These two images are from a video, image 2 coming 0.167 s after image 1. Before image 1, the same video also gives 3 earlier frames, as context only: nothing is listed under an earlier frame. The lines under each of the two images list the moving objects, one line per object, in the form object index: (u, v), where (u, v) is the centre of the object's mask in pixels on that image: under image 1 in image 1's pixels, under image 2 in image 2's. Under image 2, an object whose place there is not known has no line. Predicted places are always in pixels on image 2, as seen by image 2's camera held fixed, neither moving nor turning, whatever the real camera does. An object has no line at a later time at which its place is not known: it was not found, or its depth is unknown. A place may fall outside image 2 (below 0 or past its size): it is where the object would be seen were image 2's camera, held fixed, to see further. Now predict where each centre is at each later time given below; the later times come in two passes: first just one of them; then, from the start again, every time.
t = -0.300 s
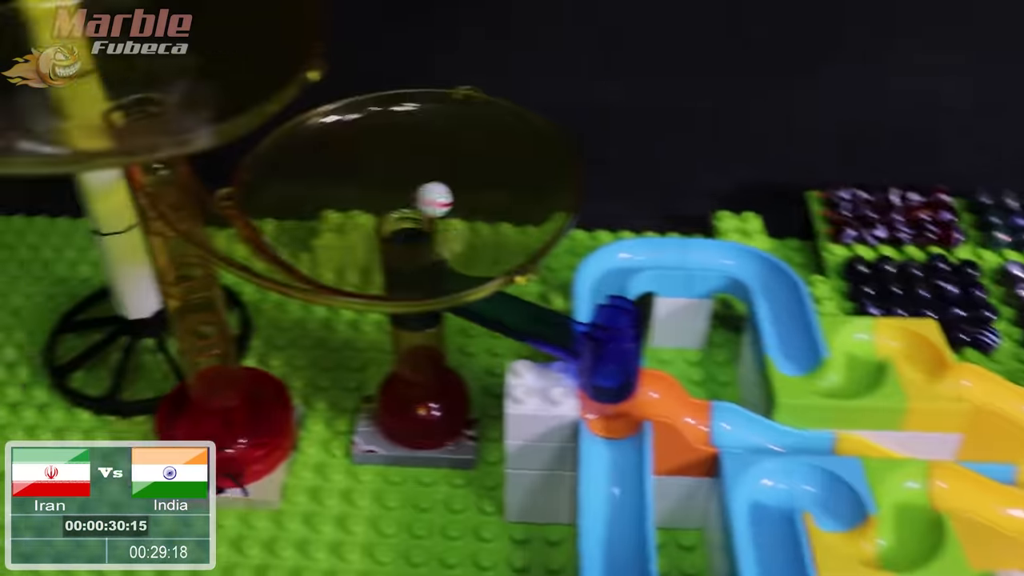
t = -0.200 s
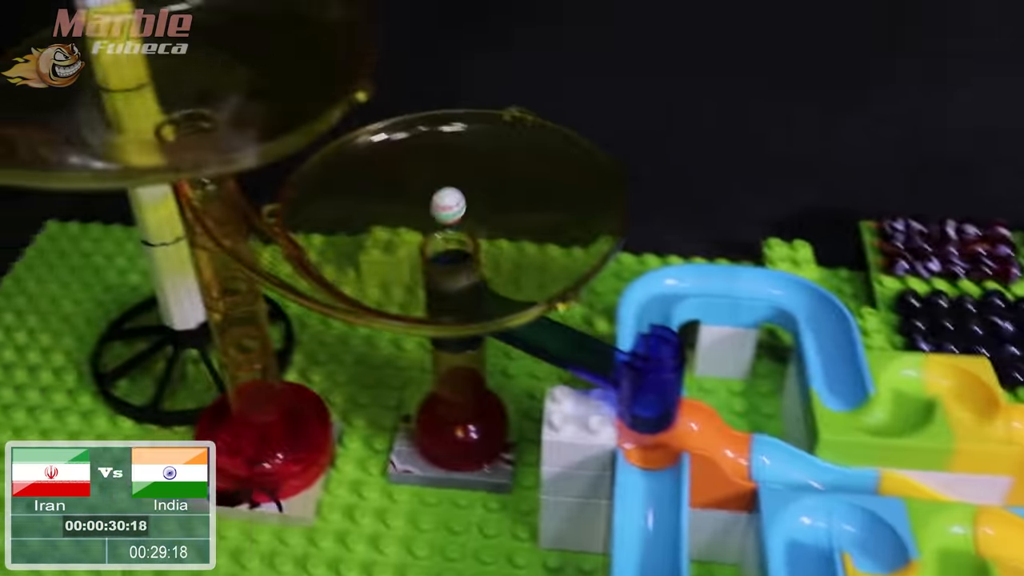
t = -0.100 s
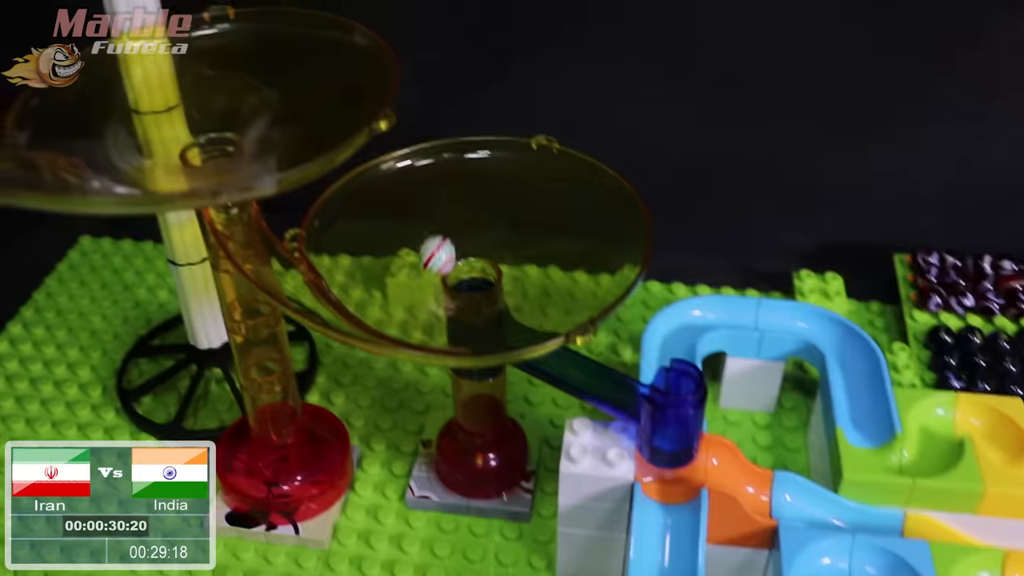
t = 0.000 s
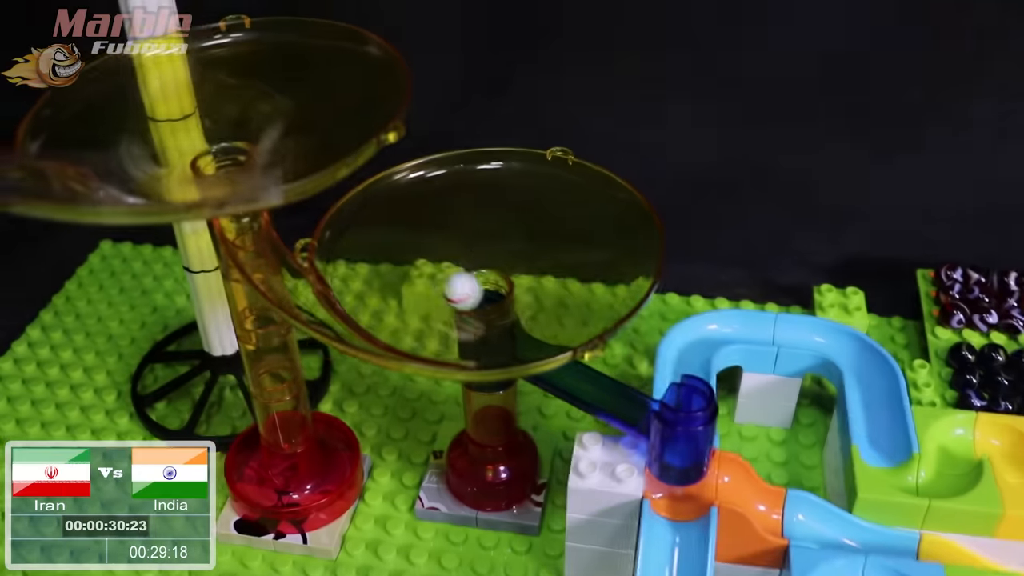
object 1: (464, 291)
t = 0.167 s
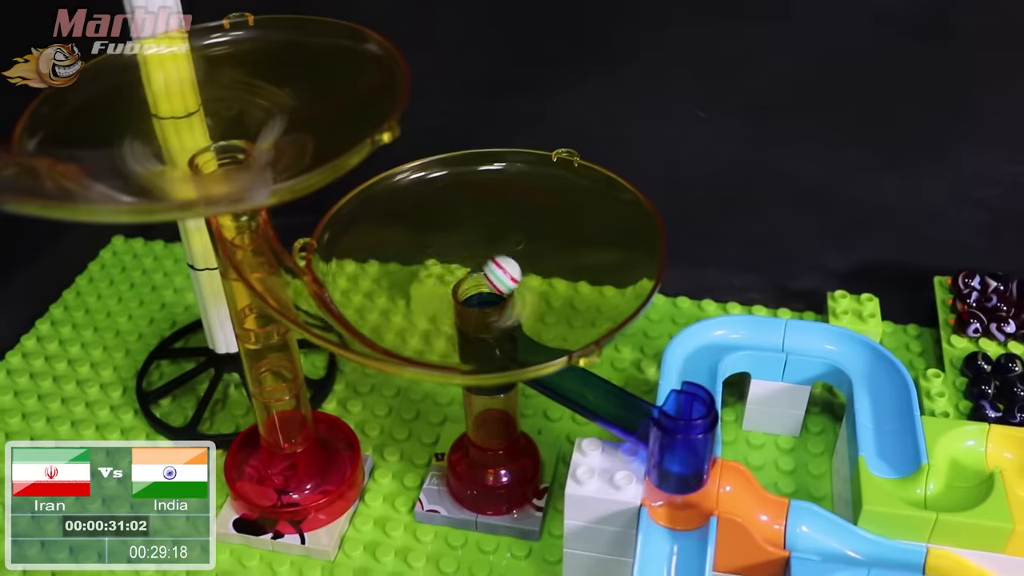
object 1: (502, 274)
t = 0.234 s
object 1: (467, 266)
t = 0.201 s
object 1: (488, 266)
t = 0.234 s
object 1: (467, 266)
